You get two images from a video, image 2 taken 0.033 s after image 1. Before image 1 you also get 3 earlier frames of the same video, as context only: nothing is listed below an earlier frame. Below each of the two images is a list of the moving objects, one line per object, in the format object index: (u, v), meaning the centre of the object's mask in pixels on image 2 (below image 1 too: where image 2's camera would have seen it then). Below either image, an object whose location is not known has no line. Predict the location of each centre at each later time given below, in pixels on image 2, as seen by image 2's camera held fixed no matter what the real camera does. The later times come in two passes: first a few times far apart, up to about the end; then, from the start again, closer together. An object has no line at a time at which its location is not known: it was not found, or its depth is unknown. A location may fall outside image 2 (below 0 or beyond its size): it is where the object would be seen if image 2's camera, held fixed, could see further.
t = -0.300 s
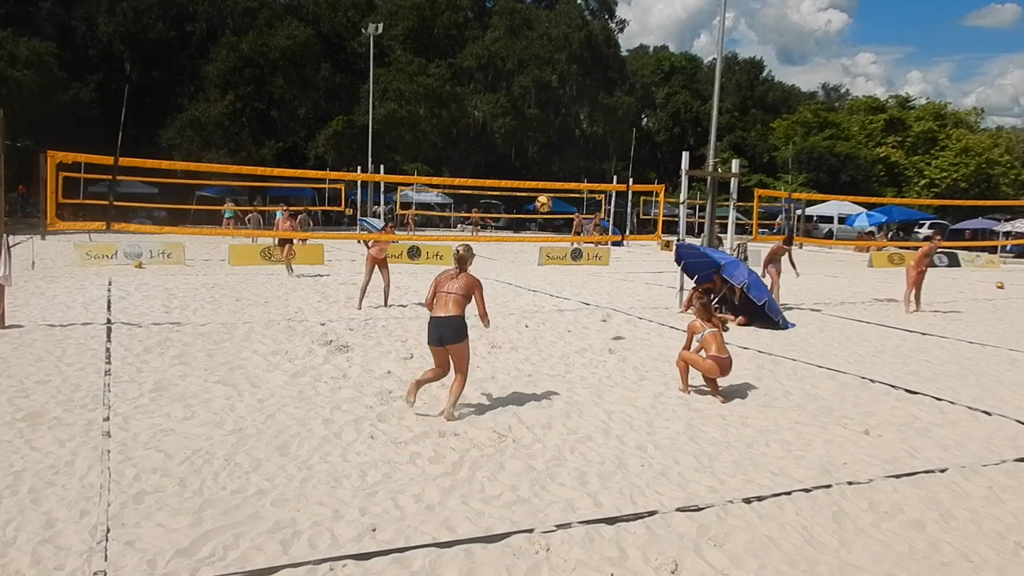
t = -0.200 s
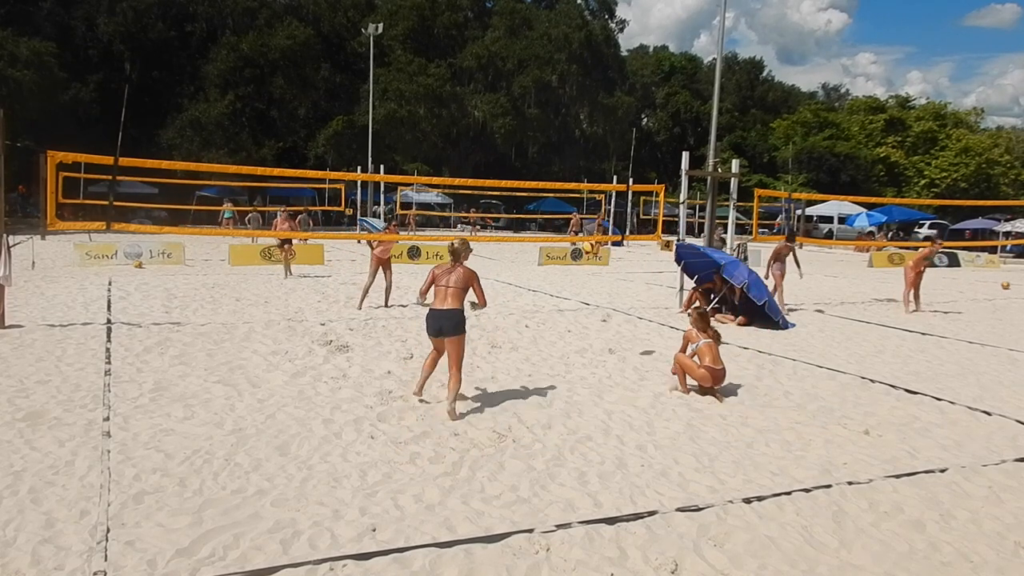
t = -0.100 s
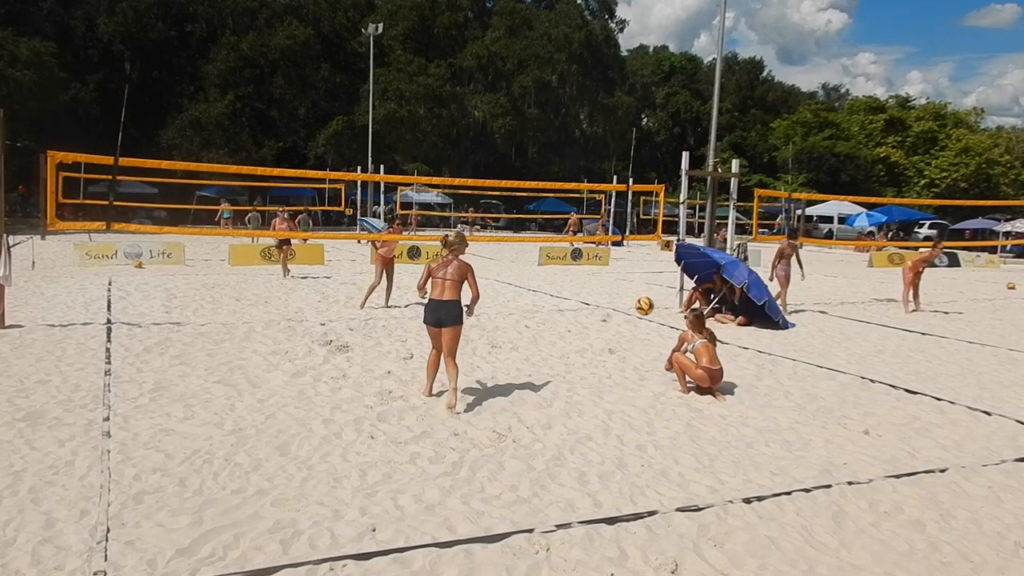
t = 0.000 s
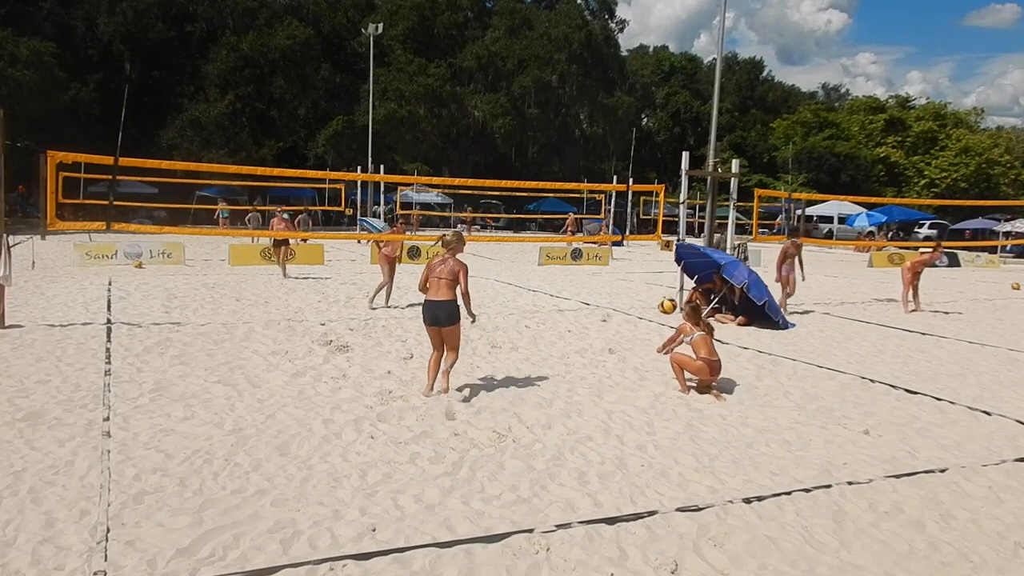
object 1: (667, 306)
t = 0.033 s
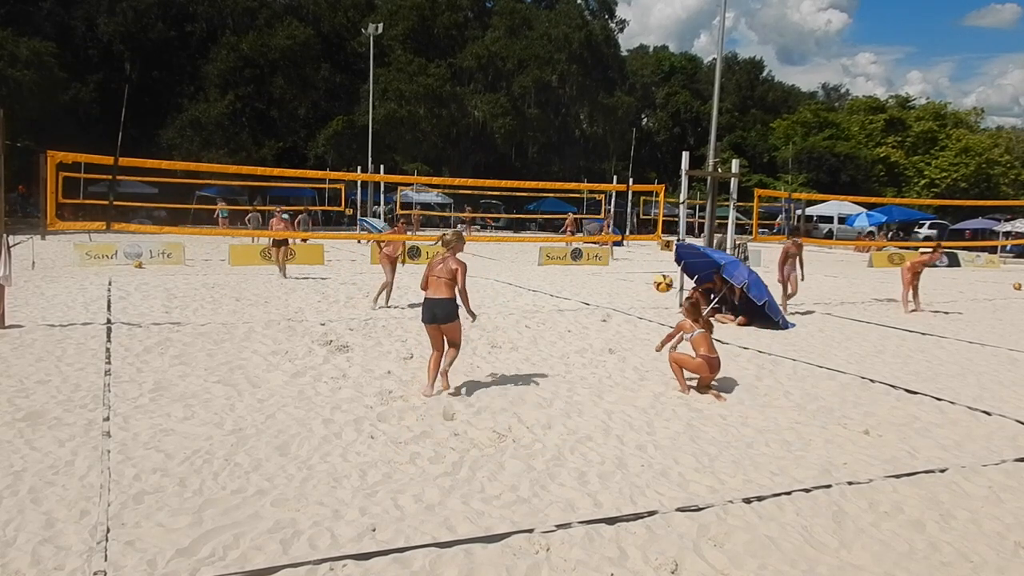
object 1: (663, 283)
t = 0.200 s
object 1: (643, 189)
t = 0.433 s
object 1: (616, 102)
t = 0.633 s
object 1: (593, 65)
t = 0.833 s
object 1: (571, 62)
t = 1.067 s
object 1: (544, 98)
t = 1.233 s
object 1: (525, 147)
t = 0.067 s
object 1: (659, 262)
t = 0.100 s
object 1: (654, 242)
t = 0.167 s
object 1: (647, 205)
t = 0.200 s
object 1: (643, 189)
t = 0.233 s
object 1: (639, 174)
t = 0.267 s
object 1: (636, 159)
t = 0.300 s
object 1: (632, 146)
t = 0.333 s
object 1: (628, 133)
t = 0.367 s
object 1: (624, 122)
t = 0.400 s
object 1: (620, 111)
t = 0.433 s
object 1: (616, 102)
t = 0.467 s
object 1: (612, 93)
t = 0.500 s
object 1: (608, 86)
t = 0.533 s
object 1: (605, 79)
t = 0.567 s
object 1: (601, 74)
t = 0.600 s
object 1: (597, 69)
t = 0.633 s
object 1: (593, 65)
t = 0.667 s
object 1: (589, 62)
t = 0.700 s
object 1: (585, 61)
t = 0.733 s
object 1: (582, 59)
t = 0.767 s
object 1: (578, 59)
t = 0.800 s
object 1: (574, 60)
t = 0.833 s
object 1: (571, 62)
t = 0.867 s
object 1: (567, 65)
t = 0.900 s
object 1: (563, 68)
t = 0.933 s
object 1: (559, 72)
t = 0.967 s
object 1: (555, 77)
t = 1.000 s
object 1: (552, 83)
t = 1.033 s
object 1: (548, 90)
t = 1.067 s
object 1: (544, 98)
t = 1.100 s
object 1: (540, 106)
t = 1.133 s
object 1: (536, 115)
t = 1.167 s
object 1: (532, 125)
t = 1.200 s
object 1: (529, 135)
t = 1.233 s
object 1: (525, 147)
